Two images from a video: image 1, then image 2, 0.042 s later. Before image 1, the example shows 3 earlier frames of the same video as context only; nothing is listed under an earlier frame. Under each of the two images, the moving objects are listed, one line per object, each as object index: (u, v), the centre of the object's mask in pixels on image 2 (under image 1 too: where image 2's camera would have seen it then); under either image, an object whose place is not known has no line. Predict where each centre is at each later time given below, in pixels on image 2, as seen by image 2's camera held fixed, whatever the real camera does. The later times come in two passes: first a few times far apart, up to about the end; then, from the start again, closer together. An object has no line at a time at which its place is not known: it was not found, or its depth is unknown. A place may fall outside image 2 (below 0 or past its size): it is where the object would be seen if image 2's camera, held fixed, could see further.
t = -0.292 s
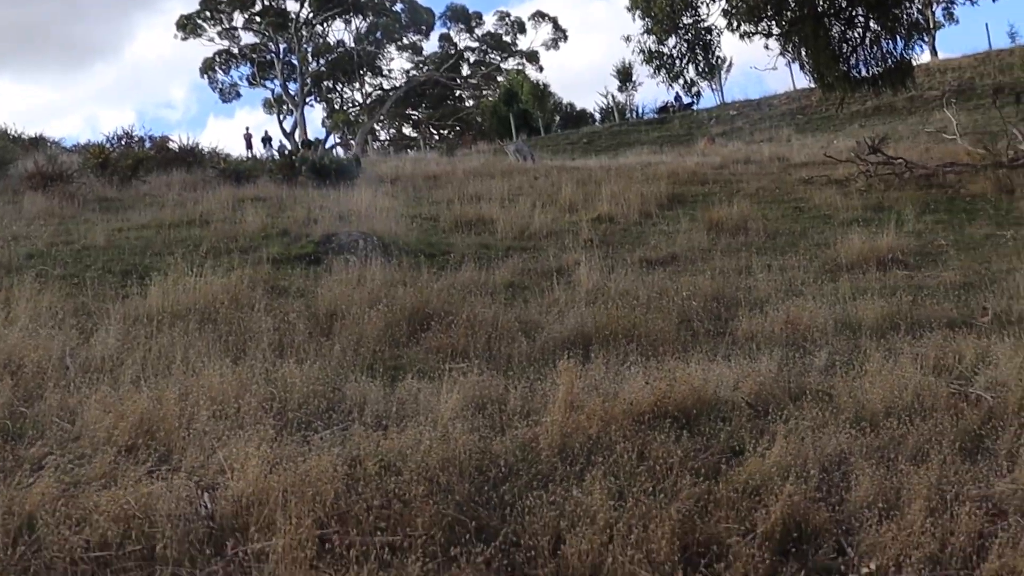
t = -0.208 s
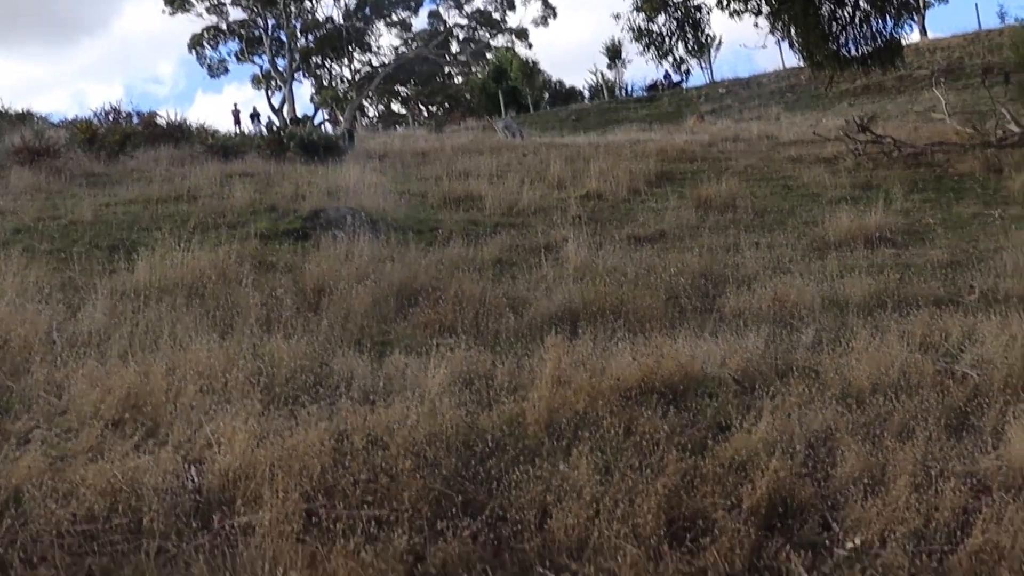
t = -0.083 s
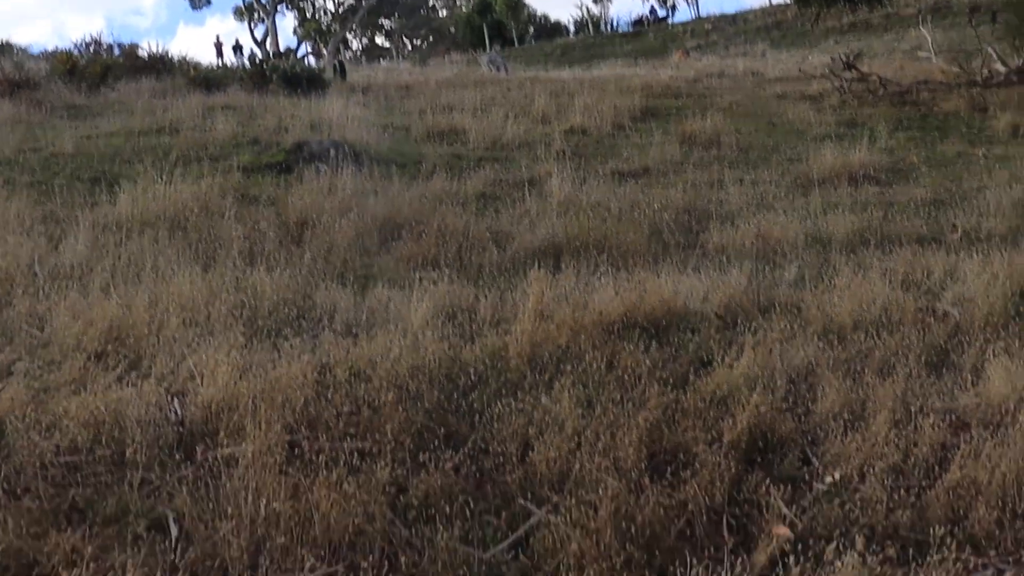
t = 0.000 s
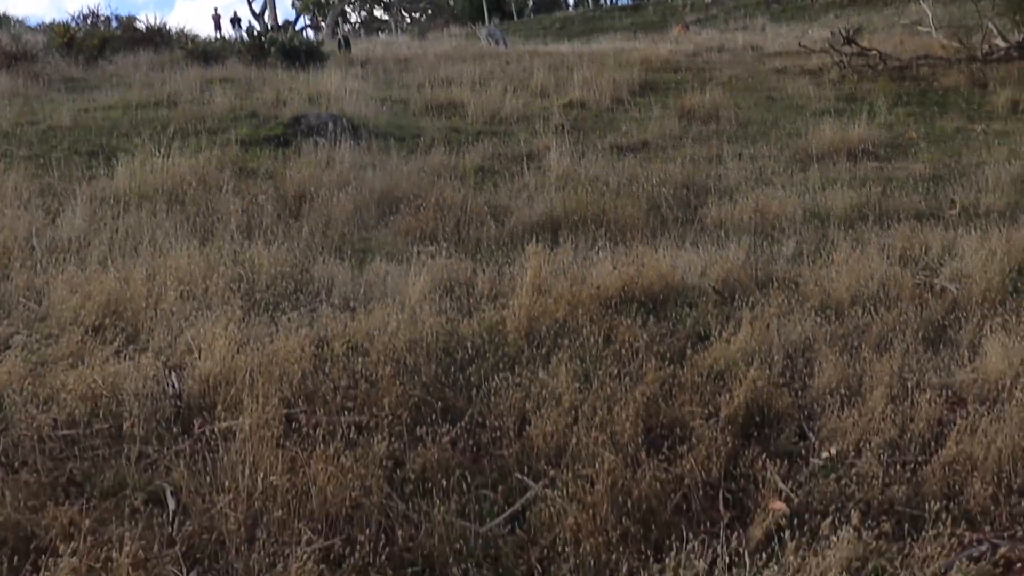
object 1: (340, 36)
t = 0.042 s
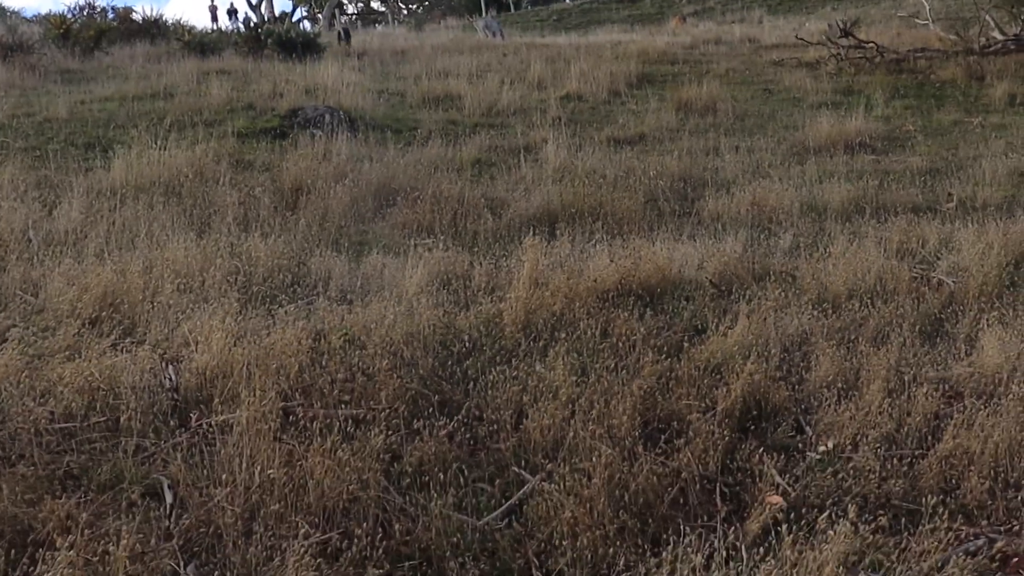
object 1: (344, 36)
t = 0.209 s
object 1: (358, 34)
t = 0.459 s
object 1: (383, 39)
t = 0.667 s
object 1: (406, 44)
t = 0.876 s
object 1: (433, 37)
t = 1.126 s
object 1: (476, 57)
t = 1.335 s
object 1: (519, 65)
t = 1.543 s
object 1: (570, 82)
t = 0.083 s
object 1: (347, 34)
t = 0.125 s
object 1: (351, 34)
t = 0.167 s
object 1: (354, 34)
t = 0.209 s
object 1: (358, 34)
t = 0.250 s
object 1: (361, 36)
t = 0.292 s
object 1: (365, 37)
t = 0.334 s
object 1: (370, 39)
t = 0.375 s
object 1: (374, 40)
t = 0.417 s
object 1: (379, 40)
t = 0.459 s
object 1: (383, 39)
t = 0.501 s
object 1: (387, 39)
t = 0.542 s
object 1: (392, 40)
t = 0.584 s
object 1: (396, 41)
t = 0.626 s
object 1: (401, 43)
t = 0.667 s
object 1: (406, 44)
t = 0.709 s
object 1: (411, 42)
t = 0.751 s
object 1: (416, 39)
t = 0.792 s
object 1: (421, 38)
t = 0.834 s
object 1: (427, 37)
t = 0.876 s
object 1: (433, 37)
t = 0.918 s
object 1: (440, 37)
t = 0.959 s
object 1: (447, 38)
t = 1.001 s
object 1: (453, 42)
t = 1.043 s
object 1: (460, 46)
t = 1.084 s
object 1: (468, 51)
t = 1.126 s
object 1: (476, 57)
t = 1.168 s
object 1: (484, 60)
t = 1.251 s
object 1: (501, 64)
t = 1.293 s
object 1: (510, 64)
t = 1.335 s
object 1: (519, 65)
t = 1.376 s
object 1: (527, 66)
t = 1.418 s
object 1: (537, 69)
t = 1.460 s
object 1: (547, 73)
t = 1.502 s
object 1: (558, 76)
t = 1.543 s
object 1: (570, 82)
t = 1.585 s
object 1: (580, 86)
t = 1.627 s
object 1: (592, 86)
